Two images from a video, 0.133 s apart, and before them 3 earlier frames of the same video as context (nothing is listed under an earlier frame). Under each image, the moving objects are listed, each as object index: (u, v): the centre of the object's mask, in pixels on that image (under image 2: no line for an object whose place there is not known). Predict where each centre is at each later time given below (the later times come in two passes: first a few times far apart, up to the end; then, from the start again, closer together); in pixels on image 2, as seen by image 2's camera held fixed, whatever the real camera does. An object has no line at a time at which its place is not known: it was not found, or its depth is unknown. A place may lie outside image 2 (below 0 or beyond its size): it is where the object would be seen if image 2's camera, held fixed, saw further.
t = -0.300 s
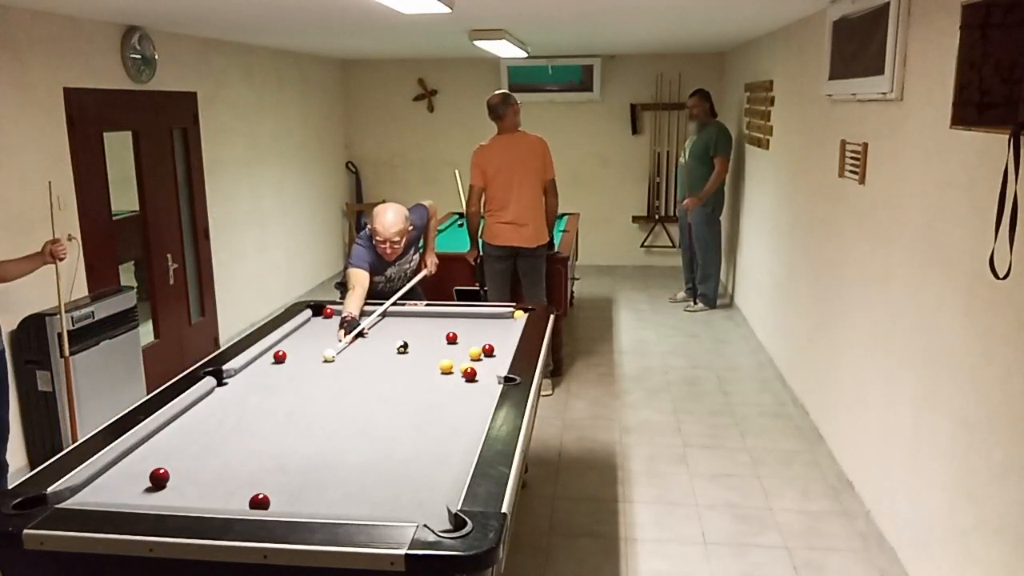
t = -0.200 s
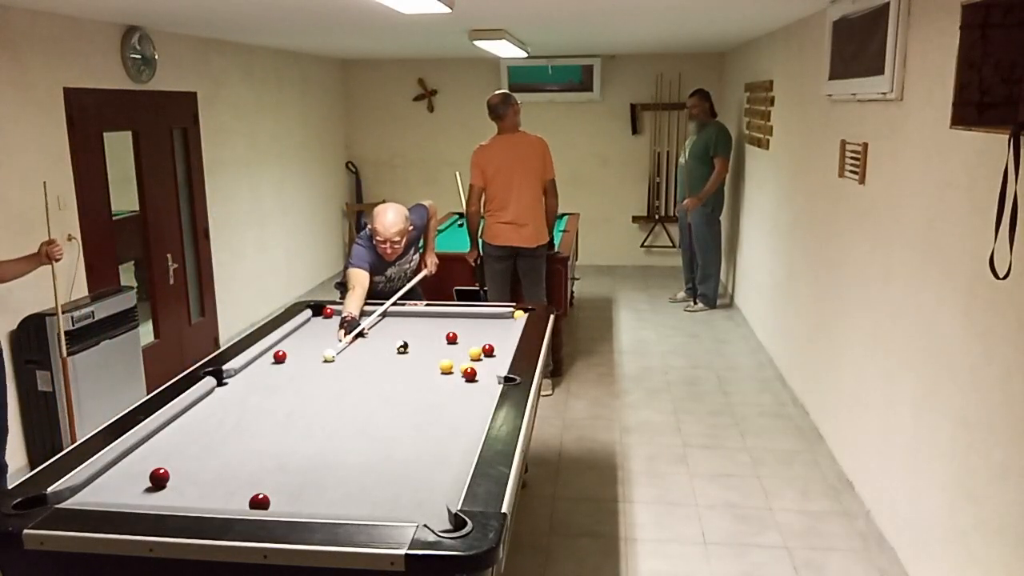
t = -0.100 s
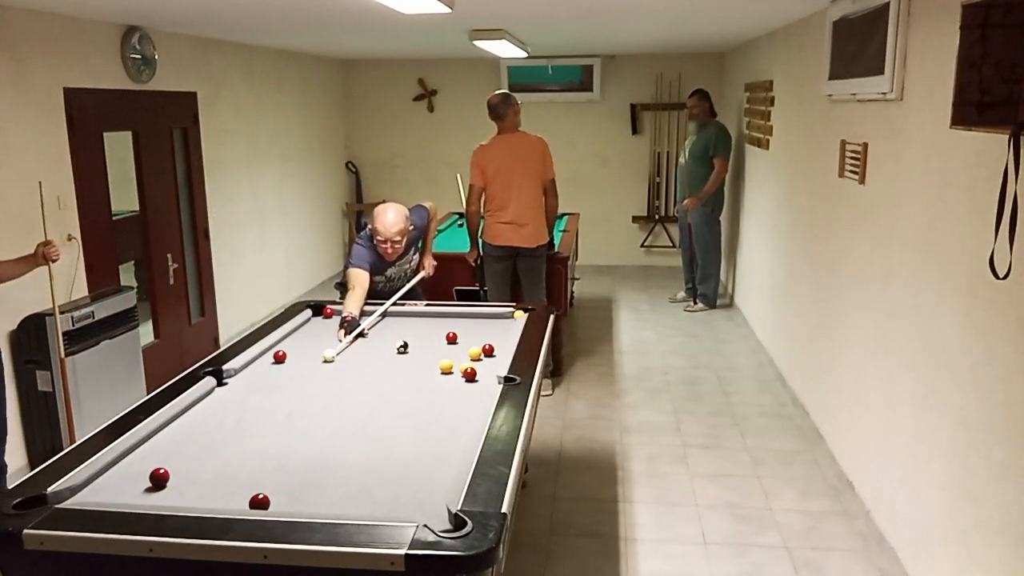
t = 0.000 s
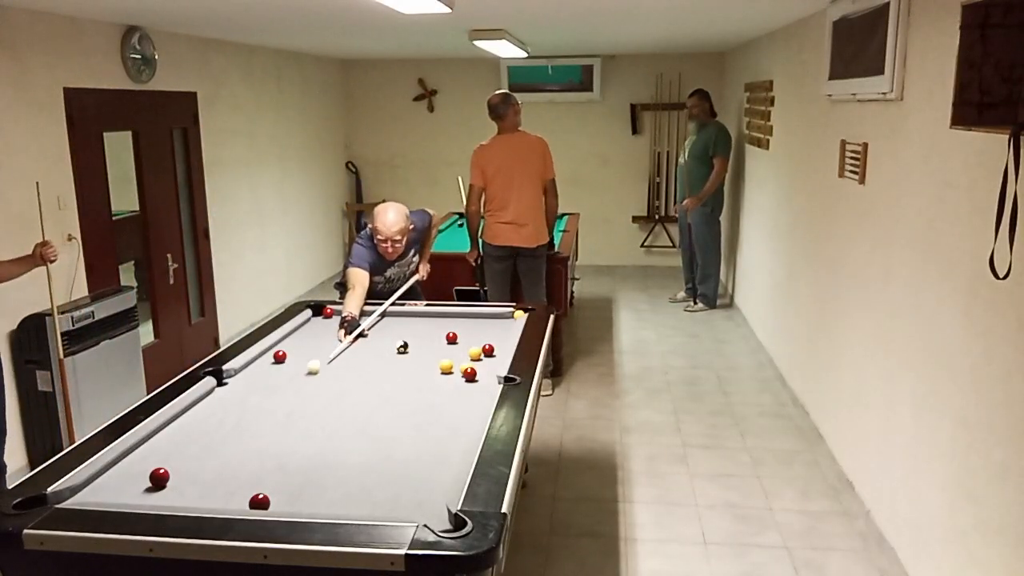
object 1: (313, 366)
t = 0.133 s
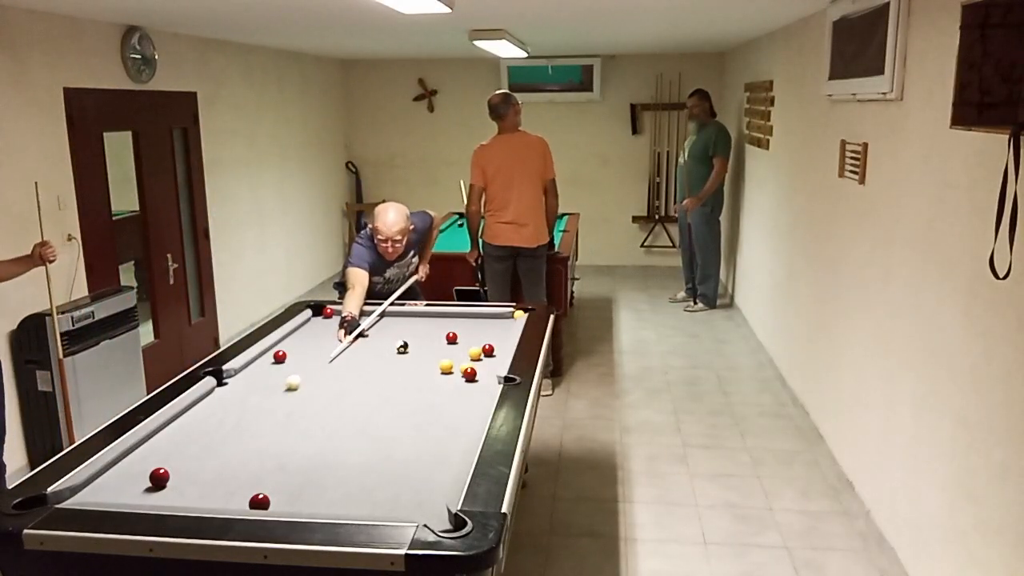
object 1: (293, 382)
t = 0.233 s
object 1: (277, 394)
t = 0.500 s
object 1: (229, 431)
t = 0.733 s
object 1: (179, 469)
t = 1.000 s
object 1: (191, 487)
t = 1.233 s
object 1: (200, 499)
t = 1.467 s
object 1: (219, 500)
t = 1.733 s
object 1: (243, 493)
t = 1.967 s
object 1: (261, 486)
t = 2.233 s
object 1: (276, 482)
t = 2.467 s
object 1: (286, 479)
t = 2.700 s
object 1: (293, 477)
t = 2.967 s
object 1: (297, 475)
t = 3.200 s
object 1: (298, 475)
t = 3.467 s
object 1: (298, 475)
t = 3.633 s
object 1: (297, 475)
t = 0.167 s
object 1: (288, 386)
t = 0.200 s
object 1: (283, 390)
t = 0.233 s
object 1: (277, 394)
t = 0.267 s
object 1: (272, 398)
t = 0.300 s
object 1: (266, 403)
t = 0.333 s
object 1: (260, 407)
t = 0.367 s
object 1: (255, 411)
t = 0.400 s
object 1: (248, 416)
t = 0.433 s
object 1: (242, 421)
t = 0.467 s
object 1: (236, 426)
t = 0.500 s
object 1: (229, 431)
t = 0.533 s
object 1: (222, 436)
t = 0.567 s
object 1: (216, 441)
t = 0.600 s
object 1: (209, 447)
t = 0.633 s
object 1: (202, 452)
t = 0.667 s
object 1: (195, 458)
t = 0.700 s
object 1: (187, 463)
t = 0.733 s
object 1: (179, 469)
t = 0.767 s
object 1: (179, 472)
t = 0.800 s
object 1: (182, 473)
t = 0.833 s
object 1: (184, 476)
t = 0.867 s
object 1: (186, 478)
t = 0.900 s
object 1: (187, 480)
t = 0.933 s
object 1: (188, 482)
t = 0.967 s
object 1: (189, 484)
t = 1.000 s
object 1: (191, 487)
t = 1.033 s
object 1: (192, 489)
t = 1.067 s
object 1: (193, 491)
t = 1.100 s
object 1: (195, 493)
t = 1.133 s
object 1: (196, 495)
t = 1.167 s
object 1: (197, 497)
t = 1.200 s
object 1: (199, 498)
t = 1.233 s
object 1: (200, 499)
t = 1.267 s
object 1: (201, 501)
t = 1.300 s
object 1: (203, 502)
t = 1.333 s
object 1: (205, 502)
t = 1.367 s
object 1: (209, 502)
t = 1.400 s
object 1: (212, 501)
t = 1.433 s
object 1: (216, 501)
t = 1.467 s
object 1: (219, 500)
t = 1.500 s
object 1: (222, 499)
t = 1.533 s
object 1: (225, 499)
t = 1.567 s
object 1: (228, 498)
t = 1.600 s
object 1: (232, 498)
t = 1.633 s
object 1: (234, 497)
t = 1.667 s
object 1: (238, 496)
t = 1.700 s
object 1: (240, 495)
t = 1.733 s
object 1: (243, 493)
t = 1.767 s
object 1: (245, 492)
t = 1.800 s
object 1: (247, 491)
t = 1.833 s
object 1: (250, 490)
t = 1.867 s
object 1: (253, 489)
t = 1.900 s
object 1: (256, 488)
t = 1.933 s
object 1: (258, 487)
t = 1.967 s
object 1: (261, 486)
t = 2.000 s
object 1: (263, 486)
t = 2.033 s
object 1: (265, 485)
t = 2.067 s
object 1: (267, 485)
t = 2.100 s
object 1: (269, 484)
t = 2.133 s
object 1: (271, 484)
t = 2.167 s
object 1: (273, 484)
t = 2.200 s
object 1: (275, 483)
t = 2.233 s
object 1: (276, 482)
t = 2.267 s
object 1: (278, 482)
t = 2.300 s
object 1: (280, 481)
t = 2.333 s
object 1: (281, 481)
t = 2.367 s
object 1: (282, 480)
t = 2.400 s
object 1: (283, 480)
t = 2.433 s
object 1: (285, 479)
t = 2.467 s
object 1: (286, 479)
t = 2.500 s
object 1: (287, 478)
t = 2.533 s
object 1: (288, 478)
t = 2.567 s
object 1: (289, 478)
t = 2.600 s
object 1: (291, 477)
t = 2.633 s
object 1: (291, 477)
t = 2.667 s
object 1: (292, 477)
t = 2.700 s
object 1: (293, 477)
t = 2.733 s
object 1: (294, 476)
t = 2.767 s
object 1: (294, 476)
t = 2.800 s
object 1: (295, 476)
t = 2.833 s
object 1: (296, 476)
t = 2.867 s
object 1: (296, 476)
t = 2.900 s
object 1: (297, 476)
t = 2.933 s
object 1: (297, 476)
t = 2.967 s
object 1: (297, 475)
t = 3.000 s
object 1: (298, 475)
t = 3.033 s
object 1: (298, 475)
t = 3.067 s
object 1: (298, 475)
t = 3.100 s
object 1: (298, 475)
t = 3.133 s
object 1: (298, 475)
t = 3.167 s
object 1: (298, 475)
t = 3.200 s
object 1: (298, 475)
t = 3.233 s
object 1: (298, 475)
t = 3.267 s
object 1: (298, 475)
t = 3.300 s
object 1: (298, 475)
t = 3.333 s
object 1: (298, 475)
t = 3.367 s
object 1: (298, 475)
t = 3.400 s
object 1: (298, 475)
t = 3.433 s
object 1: (298, 475)
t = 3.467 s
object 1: (298, 475)
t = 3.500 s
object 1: (298, 475)
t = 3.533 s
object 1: (297, 475)
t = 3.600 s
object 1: (298, 475)
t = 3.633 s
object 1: (297, 475)
